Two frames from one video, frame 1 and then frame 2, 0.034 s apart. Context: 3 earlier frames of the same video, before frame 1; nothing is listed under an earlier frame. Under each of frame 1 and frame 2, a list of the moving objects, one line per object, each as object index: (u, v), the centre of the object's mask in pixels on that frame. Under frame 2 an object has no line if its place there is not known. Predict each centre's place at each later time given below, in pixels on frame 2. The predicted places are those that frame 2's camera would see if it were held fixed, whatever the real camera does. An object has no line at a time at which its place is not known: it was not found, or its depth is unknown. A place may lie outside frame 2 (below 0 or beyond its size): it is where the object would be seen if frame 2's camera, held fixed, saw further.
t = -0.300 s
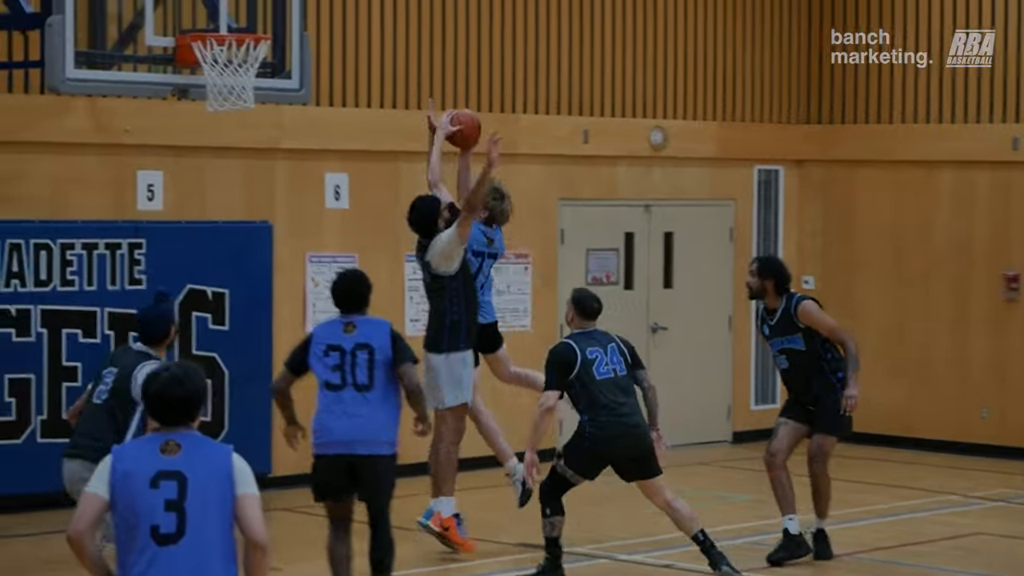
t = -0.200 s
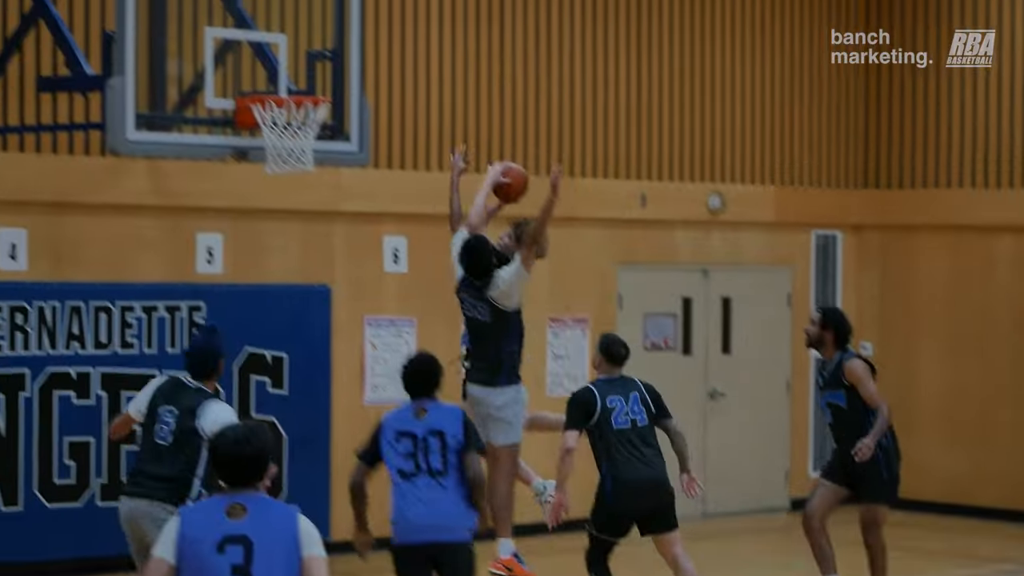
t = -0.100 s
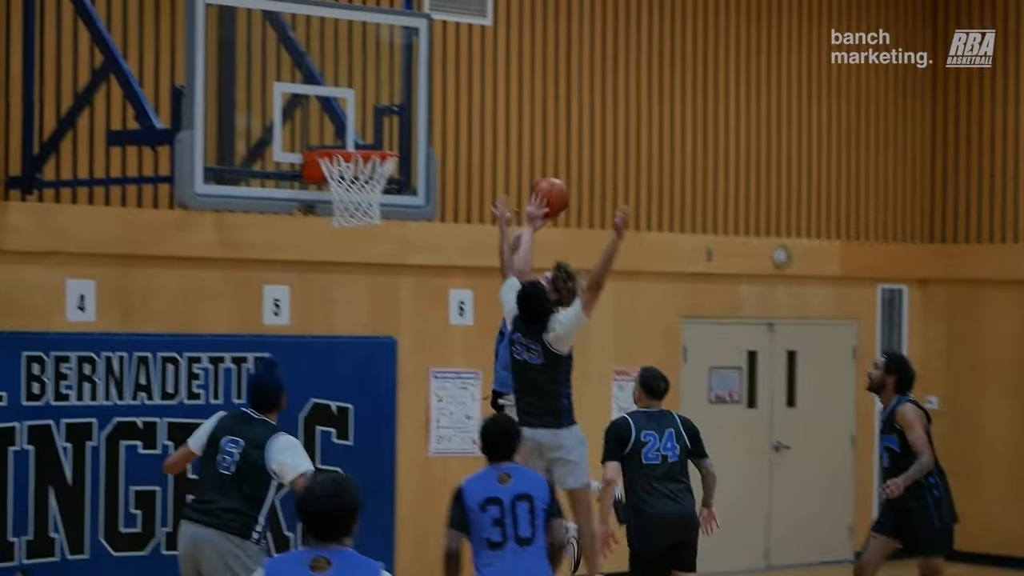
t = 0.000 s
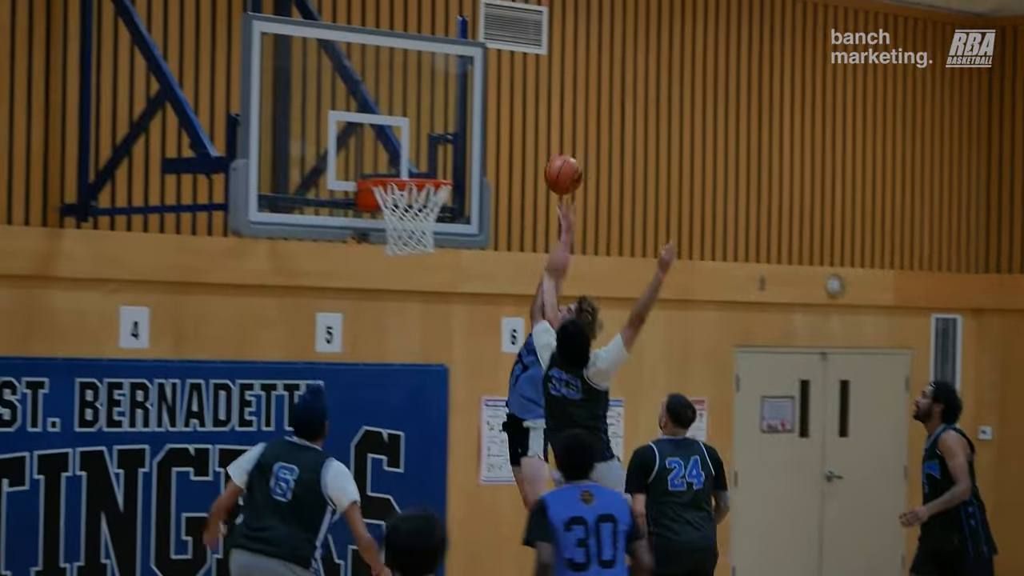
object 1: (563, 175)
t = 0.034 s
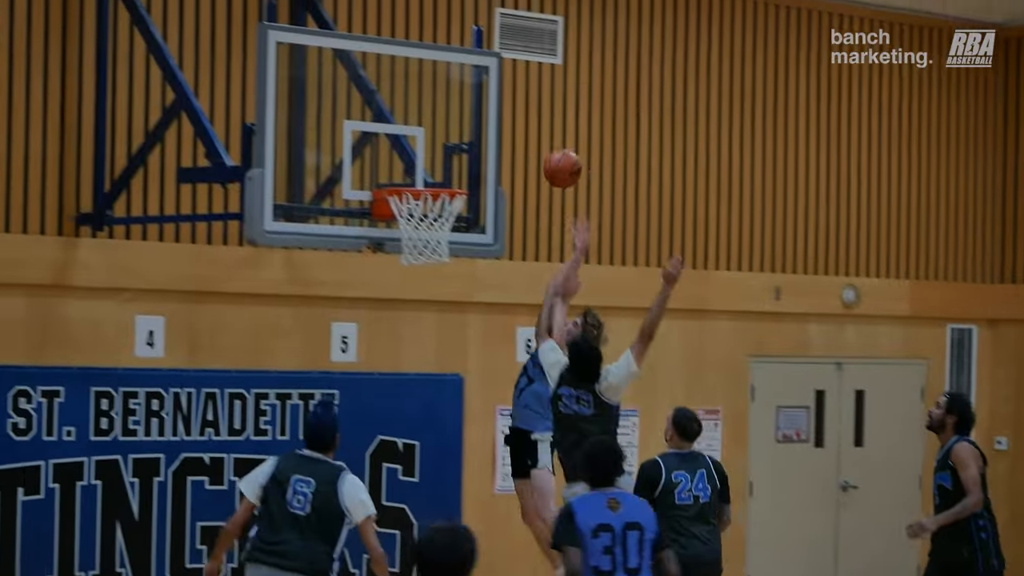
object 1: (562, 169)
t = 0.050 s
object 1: (555, 161)
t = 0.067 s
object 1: (546, 154)
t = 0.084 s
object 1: (538, 148)
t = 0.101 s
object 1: (530, 141)
